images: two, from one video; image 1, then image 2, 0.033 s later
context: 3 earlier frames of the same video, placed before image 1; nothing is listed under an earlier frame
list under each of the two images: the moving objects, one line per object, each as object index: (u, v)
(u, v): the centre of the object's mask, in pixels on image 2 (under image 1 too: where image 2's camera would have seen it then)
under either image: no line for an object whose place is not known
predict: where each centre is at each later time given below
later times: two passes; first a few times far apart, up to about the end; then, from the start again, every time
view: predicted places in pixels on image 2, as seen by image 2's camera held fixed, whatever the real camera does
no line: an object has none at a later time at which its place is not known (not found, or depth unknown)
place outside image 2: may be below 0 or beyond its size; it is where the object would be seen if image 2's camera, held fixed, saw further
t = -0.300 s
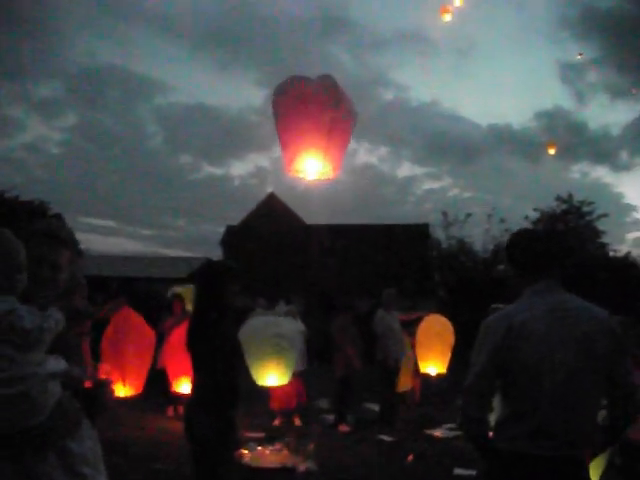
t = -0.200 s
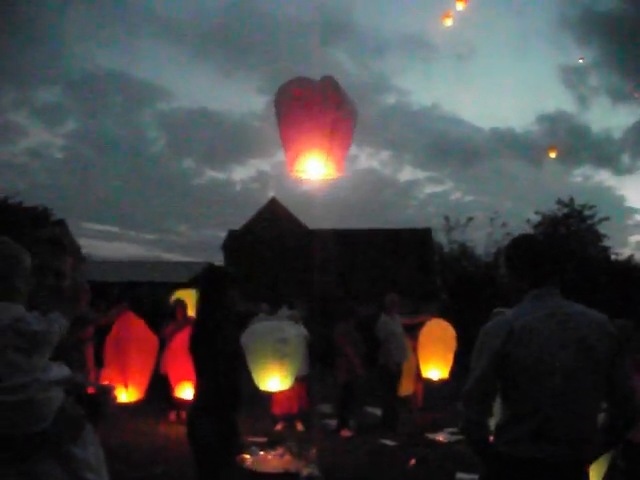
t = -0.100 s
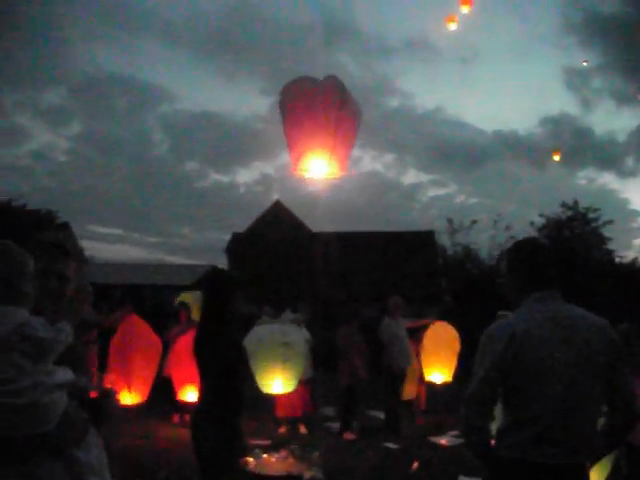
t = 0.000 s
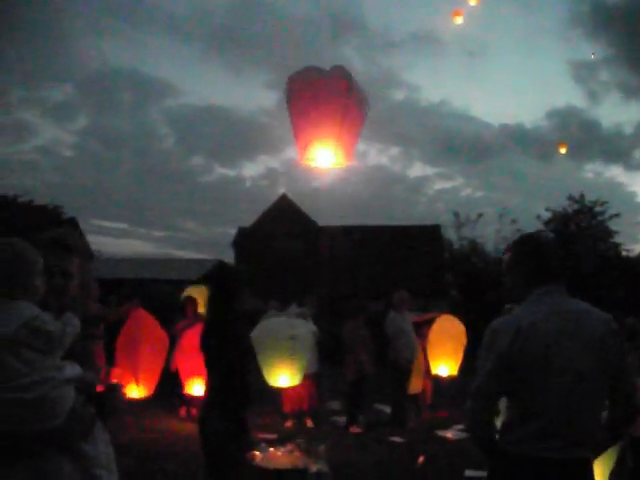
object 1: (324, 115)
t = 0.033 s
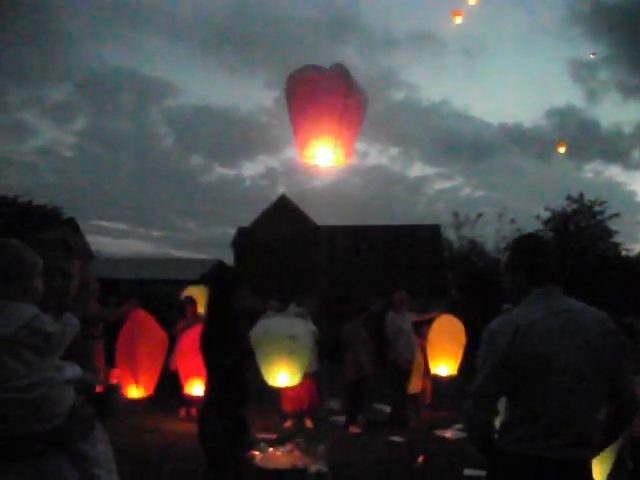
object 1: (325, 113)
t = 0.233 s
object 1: (327, 103)
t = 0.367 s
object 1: (331, 97)
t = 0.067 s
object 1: (325, 111)
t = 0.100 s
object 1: (326, 110)
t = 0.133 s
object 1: (326, 108)
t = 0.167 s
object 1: (326, 107)
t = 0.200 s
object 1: (327, 104)
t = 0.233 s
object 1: (327, 103)
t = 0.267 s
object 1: (328, 101)
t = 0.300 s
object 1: (329, 100)
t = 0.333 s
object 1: (330, 98)
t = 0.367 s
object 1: (331, 97)
